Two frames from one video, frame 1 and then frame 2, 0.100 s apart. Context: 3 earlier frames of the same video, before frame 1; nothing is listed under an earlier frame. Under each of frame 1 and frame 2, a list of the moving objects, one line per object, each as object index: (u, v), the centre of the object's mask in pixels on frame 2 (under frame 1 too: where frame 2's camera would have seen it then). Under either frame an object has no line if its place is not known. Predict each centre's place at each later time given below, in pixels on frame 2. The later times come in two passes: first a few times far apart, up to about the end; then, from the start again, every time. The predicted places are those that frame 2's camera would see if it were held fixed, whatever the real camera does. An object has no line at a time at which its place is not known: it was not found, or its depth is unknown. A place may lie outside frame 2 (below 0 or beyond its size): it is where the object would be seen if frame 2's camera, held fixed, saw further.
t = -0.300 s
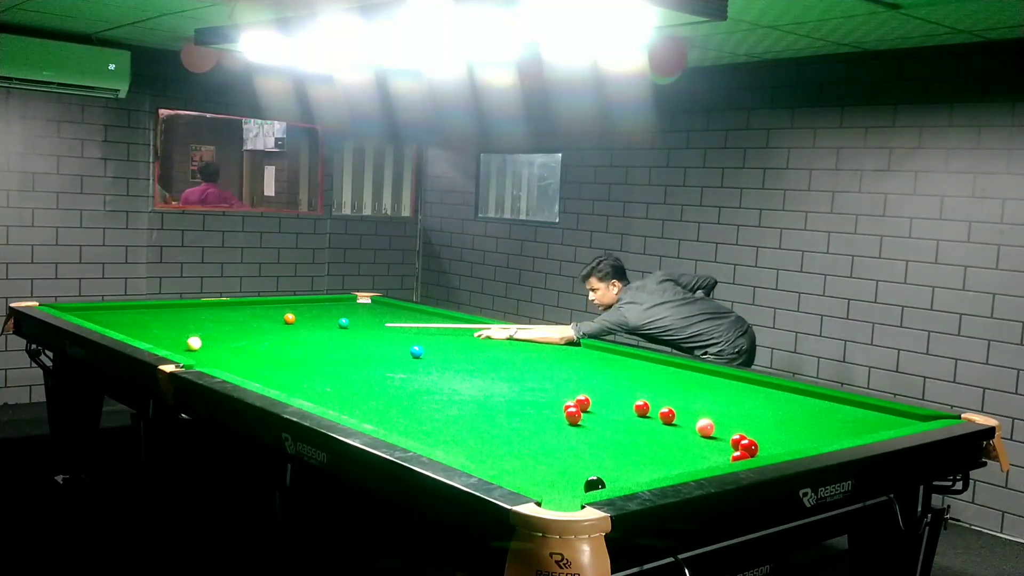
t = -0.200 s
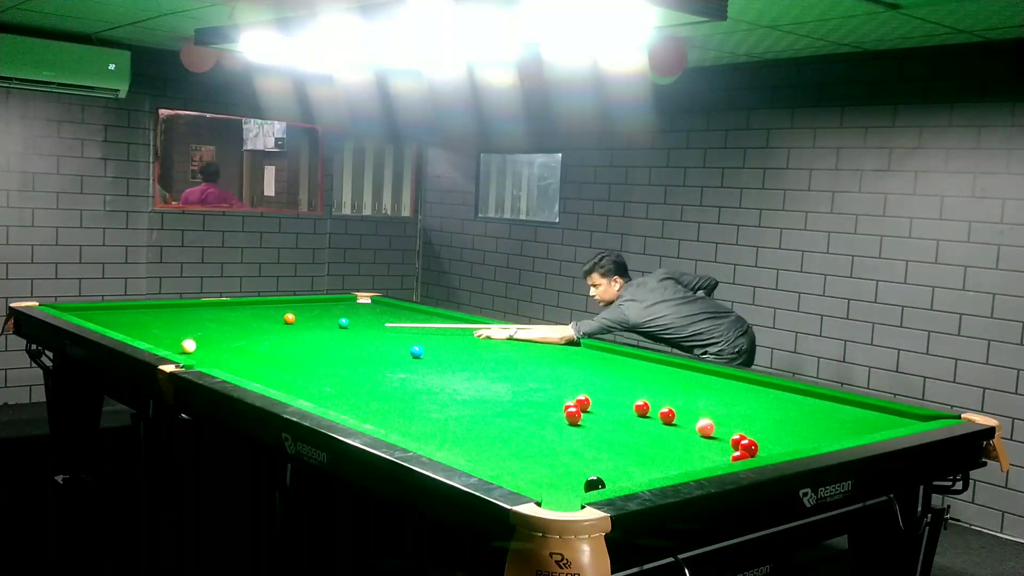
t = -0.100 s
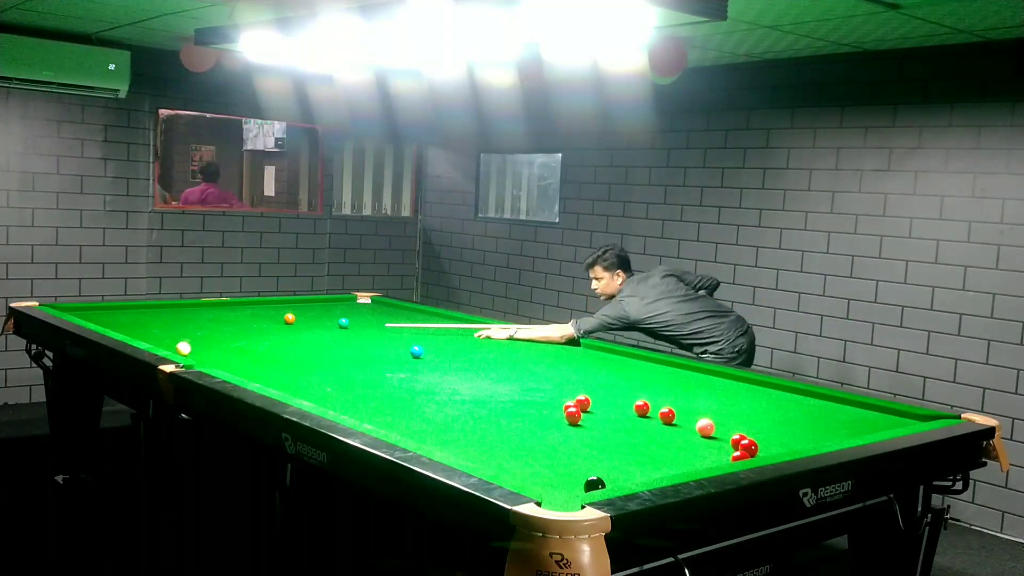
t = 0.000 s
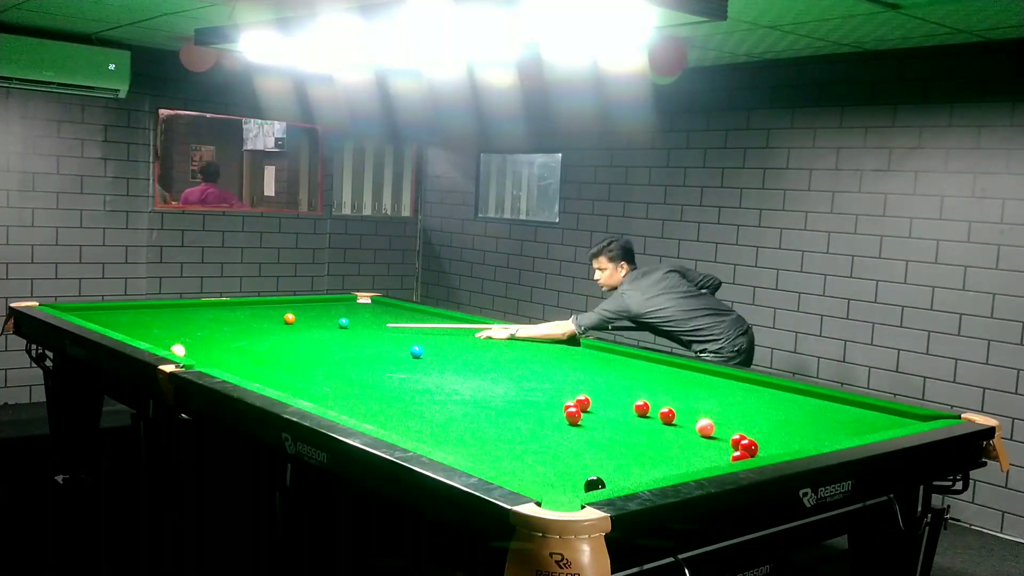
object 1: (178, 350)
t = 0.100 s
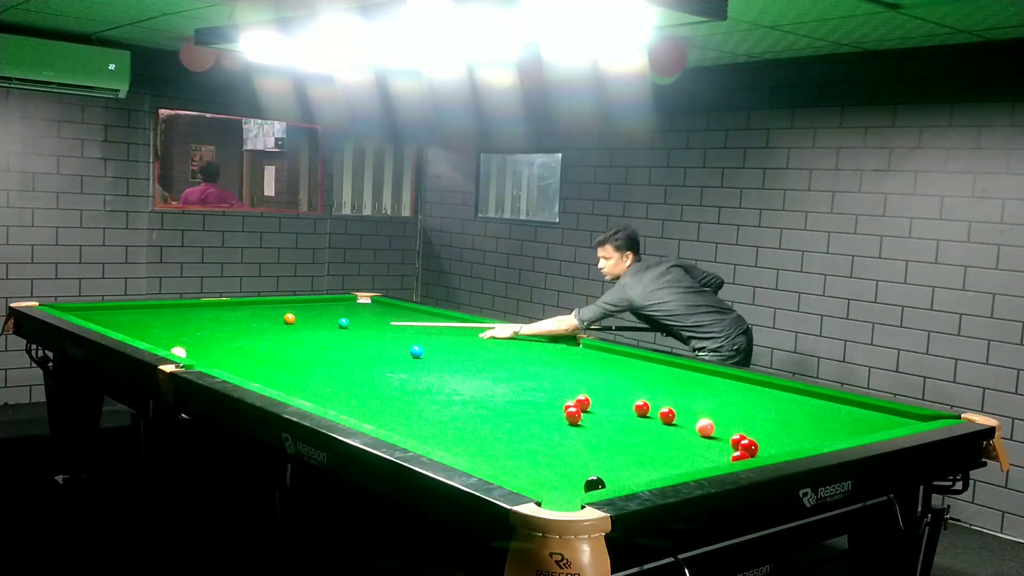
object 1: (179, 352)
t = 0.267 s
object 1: (200, 357)
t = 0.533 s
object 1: (233, 364)
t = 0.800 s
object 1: (267, 369)
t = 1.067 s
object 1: (301, 375)
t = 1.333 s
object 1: (334, 380)
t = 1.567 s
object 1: (363, 385)
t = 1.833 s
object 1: (395, 390)
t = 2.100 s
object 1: (427, 396)
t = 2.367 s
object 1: (458, 401)
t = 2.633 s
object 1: (488, 406)
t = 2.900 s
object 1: (518, 411)
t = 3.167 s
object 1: (546, 415)
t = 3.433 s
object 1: (572, 420)
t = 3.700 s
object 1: (598, 424)
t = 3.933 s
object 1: (620, 428)
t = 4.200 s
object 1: (642, 432)
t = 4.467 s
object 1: (663, 436)
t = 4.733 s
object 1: (682, 439)
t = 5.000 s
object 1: (698, 442)
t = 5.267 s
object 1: (712, 444)
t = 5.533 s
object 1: (723, 446)
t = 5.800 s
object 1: (732, 447)
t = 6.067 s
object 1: (733, 447)
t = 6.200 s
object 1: (734, 447)
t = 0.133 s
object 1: (183, 353)
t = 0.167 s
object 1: (188, 354)
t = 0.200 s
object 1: (192, 355)
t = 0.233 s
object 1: (196, 356)
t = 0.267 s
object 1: (200, 357)
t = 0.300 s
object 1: (203, 358)
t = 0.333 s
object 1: (208, 359)
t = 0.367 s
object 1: (212, 360)
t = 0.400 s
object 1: (216, 361)
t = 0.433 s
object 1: (221, 361)
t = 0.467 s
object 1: (225, 362)
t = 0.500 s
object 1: (229, 363)
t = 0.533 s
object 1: (233, 364)
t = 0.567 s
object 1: (237, 365)
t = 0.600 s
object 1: (242, 365)
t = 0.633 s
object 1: (246, 366)
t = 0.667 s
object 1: (250, 367)
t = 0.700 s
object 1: (254, 367)
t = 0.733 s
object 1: (259, 368)
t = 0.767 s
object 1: (263, 369)
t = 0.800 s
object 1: (267, 369)
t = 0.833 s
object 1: (272, 370)
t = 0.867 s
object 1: (276, 371)
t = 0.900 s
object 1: (280, 372)
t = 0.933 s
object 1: (284, 372)
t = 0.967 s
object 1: (288, 373)
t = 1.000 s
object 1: (293, 373)
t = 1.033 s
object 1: (297, 374)
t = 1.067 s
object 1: (301, 375)
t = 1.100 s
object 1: (305, 376)
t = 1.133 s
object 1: (309, 376)
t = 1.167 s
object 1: (313, 377)
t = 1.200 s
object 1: (318, 378)
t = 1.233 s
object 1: (322, 378)
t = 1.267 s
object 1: (326, 379)
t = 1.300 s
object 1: (330, 380)
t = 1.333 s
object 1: (334, 380)
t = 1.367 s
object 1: (338, 381)
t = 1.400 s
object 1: (343, 382)
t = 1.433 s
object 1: (347, 382)
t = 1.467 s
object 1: (351, 383)
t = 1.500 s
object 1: (355, 384)
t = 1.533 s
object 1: (359, 384)
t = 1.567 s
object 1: (363, 385)
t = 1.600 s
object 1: (367, 386)
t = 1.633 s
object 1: (371, 386)
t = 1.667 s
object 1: (375, 387)
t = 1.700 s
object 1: (379, 388)
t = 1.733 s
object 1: (383, 388)
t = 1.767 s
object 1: (388, 389)
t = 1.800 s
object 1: (392, 390)
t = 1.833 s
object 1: (395, 390)
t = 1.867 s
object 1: (399, 391)
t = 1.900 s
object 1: (404, 392)
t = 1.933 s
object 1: (408, 393)
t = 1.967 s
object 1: (412, 393)
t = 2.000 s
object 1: (415, 394)
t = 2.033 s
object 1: (419, 395)
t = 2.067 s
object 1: (423, 395)
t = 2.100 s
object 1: (427, 396)
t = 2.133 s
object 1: (431, 396)
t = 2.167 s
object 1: (435, 397)
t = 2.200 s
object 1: (439, 398)
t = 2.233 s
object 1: (443, 398)
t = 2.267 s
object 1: (447, 399)
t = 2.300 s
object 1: (450, 400)
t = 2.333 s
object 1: (454, 400)
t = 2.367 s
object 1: (458, 401)
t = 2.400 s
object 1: (462, 402)
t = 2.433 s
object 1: (466, 402)
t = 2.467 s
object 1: (470, 403)
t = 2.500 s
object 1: (473, 403)
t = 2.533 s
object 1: (477, 404)
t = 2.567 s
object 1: (481, 405)
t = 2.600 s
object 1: (485, 405)
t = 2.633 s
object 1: (488, 406)
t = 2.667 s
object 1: (492, 407)
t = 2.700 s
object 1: (495, 407)
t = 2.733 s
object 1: (499, 408)
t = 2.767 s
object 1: (503, 408)
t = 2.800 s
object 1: (507, 409)
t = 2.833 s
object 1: (510, 410)
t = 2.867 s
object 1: (514, 410)
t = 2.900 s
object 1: (518, 411)
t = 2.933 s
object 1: (521, 412)
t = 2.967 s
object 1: (525, 412)
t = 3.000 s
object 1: (528, 412)
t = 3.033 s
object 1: (532, 413)
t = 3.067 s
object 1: (535, 413)
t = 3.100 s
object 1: (539, 414)
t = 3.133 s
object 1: (542, 415)
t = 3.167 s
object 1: (546, 415)
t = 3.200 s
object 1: (549, 416)
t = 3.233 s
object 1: (553, 416)
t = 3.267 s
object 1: (556, 417)
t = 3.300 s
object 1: (559, 417)
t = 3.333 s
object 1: (562, 418)
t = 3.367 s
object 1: (566, 419)
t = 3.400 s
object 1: (570, 420)
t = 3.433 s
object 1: (572, 420)
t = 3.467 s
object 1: (576, 421)
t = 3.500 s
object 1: (579, 421)
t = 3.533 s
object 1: (582, 422)
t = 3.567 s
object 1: (586, 422)
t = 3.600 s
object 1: (589, 423)
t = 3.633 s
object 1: (592, 423)
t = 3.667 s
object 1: (595, 424)
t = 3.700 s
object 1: (598, 424)
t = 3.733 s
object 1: (601, 425)
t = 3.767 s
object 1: (605, 426)
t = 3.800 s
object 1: (608, 426)
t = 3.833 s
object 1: (610, 427)
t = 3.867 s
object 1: (614, 427)
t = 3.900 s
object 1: (617, 427)
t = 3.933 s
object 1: (620, 428)
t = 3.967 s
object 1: (623, 429)
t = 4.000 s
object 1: (625, 429)
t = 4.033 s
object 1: (628, 429)
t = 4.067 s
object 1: (631, 430)
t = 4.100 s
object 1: (634, 431)
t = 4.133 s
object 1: (637, 431)
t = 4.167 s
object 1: (639, 432)
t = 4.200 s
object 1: (642, 432)
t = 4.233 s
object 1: (645, 433)
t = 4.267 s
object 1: (648, 433)
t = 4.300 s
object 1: (650, 434)
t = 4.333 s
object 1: (653, 434)
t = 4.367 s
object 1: (656, 434)
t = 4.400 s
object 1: (658, 435)
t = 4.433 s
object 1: (661, 435)
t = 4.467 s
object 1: (663, 436)
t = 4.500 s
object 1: (666, 436)
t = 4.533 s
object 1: (668, 437)
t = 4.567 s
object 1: (671, 437)
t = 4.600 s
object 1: (673, 438)
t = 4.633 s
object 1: (675, 438)
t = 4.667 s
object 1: (678, 438)
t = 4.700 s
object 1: (680, 439)
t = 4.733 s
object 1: (682, 439)
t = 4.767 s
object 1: (684, 439)
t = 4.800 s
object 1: (686, 440)
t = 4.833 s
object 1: (688, 440)
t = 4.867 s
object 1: (690, 441)
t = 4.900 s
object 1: (692, 441)
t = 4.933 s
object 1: (694, 441)
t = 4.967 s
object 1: (696, 441)
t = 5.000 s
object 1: (698, 442)
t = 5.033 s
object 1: (700, 442)
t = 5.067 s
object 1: (702, 442)
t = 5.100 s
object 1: (703, 443)
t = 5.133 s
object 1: (705, 443)
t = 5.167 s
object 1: (707, 443)
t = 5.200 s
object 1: (709, 444)
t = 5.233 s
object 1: (711, 444)
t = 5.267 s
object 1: (712, 444)
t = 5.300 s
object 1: (714, 444)
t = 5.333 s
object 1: (715, 445)
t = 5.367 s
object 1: (717, 445)
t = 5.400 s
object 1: (718, 445)
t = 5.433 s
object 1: (719, 446)
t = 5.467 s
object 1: (721, 446)
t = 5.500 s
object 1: (722, 446)
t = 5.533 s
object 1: (723, 446)
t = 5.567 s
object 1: (725, 446)
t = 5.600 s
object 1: (726, 446)
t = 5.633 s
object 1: (727, 447)
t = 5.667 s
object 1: (728, 447)
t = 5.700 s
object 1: (729, 447)
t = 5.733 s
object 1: (730, 447)
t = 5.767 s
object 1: (731, 447)
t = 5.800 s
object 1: (732, 447)
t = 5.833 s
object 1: (732, 447)
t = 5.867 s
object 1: (732, 447)
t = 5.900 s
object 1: (732, 446)
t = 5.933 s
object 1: (732, 446)
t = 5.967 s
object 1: (733, 446)
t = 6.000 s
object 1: (733, 446)
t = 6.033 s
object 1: (733, 446)
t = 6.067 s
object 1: (733, 447)
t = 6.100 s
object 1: (733, 446)
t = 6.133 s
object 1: (733, 446)
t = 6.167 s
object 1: (733, 447)
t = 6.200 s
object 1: (734, 447)
